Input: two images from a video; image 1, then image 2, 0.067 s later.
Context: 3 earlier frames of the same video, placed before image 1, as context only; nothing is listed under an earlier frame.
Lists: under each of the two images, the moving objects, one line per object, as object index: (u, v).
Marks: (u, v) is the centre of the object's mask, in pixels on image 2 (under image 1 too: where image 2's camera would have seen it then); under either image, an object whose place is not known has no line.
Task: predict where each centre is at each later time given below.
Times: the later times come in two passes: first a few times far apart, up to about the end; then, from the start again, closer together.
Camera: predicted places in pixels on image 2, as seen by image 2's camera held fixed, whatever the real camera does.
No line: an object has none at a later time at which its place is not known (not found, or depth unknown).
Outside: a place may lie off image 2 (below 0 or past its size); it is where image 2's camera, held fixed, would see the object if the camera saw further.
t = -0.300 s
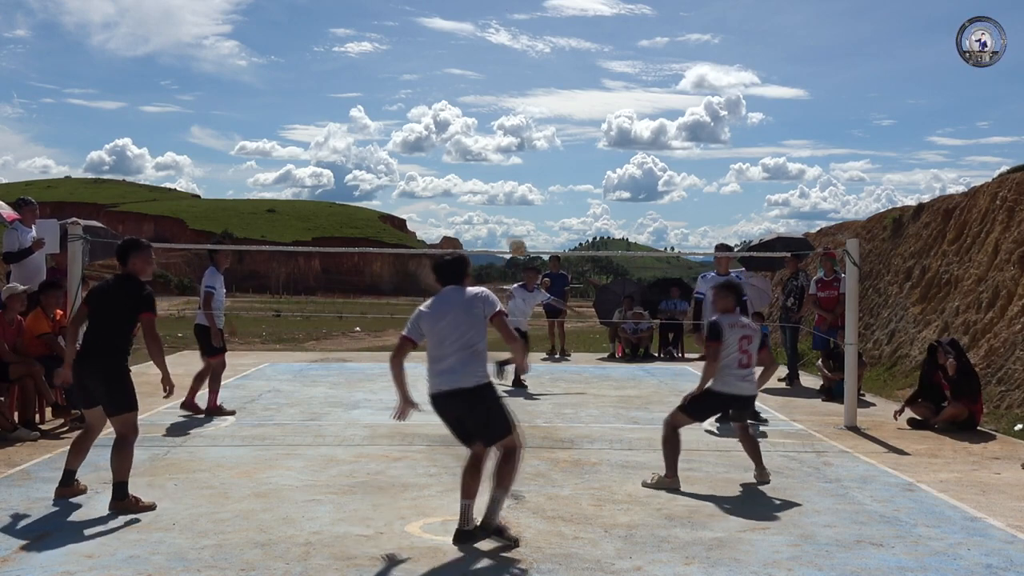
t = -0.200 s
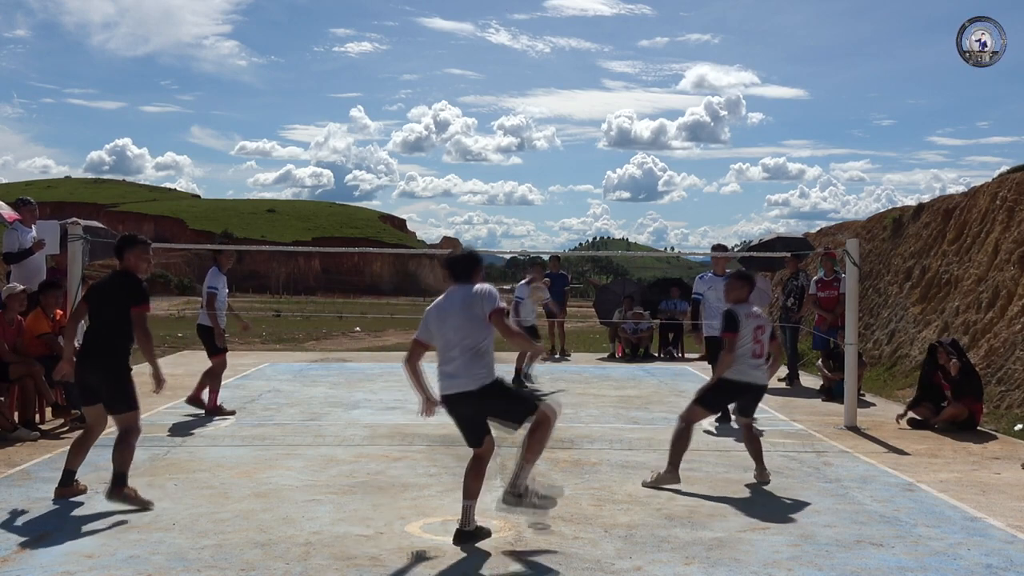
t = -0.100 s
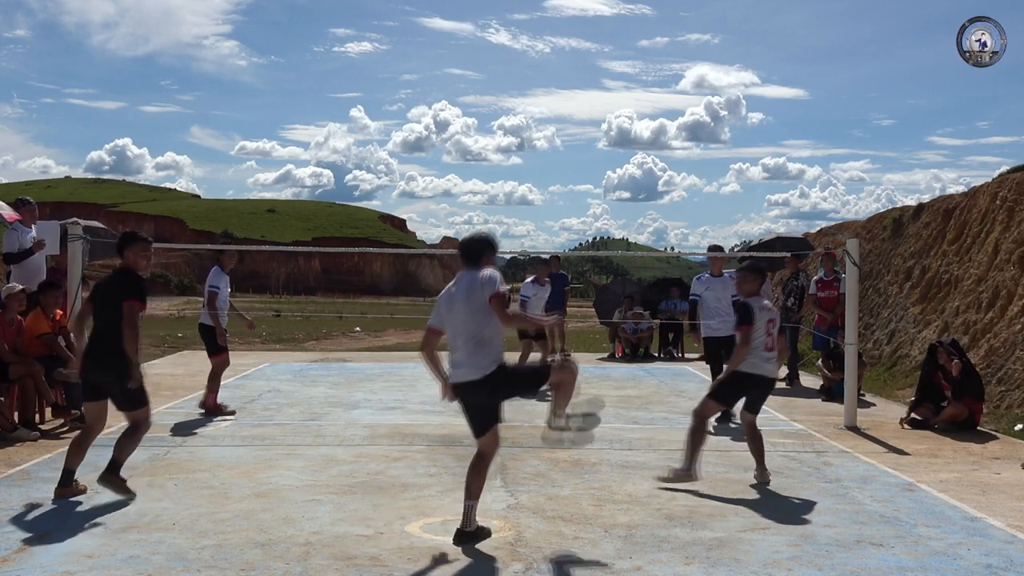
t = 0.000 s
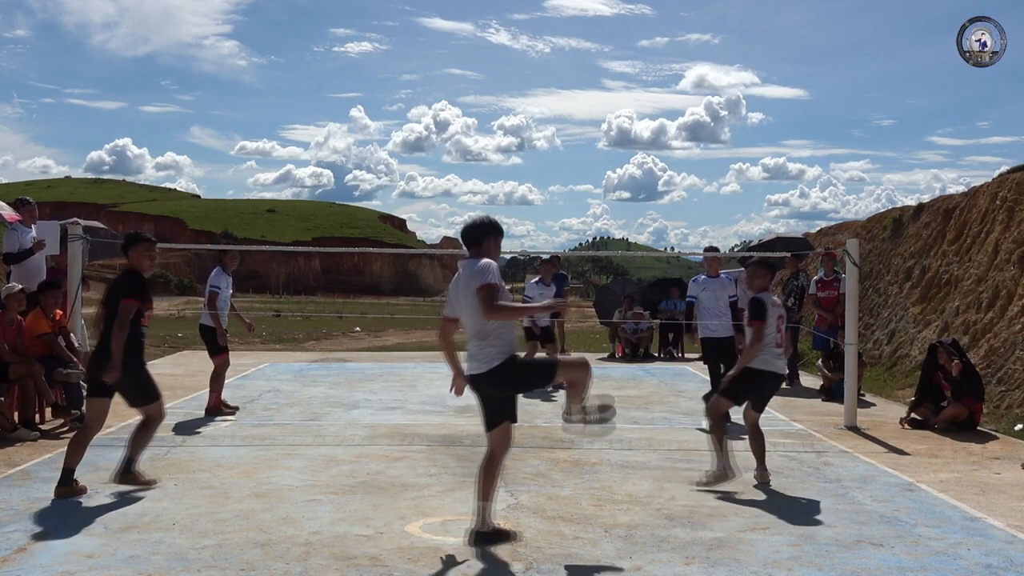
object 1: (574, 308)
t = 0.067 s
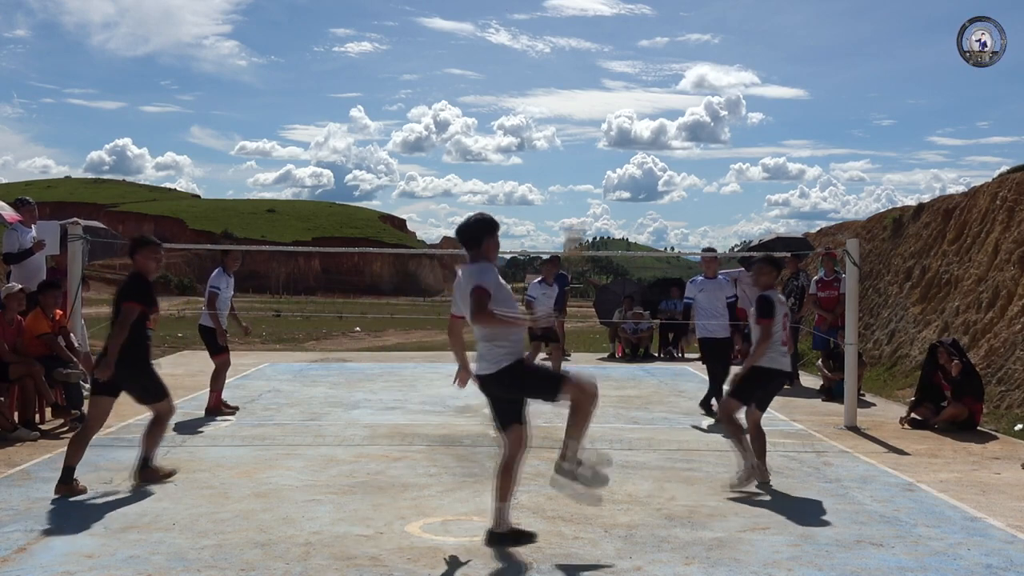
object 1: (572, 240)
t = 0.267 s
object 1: (578, 118)
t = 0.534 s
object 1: (581, 69)
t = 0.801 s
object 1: (582, 118)
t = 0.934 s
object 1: (582, 173)
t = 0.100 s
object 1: (575, 214)
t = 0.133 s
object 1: (576, 190)
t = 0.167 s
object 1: (576, 170)
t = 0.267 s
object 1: (578, 118)
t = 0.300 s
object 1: (578, 105)
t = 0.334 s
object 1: (579, 95)
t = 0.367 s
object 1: (579, 86)
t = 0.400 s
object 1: (580, 79)
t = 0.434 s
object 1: (580, 75)
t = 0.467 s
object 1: (580, 71)
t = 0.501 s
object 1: (580, 70)
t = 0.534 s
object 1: (581, 69)
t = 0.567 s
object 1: (581, 71)
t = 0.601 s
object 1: (581, 74)
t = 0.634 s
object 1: (581, 77)
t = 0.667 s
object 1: (581, 83)
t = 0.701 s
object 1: (581, 90)
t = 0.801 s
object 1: (582, 118)
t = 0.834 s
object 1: (582, 130)
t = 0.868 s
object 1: (582, 143)
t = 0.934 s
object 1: (582, 173)
